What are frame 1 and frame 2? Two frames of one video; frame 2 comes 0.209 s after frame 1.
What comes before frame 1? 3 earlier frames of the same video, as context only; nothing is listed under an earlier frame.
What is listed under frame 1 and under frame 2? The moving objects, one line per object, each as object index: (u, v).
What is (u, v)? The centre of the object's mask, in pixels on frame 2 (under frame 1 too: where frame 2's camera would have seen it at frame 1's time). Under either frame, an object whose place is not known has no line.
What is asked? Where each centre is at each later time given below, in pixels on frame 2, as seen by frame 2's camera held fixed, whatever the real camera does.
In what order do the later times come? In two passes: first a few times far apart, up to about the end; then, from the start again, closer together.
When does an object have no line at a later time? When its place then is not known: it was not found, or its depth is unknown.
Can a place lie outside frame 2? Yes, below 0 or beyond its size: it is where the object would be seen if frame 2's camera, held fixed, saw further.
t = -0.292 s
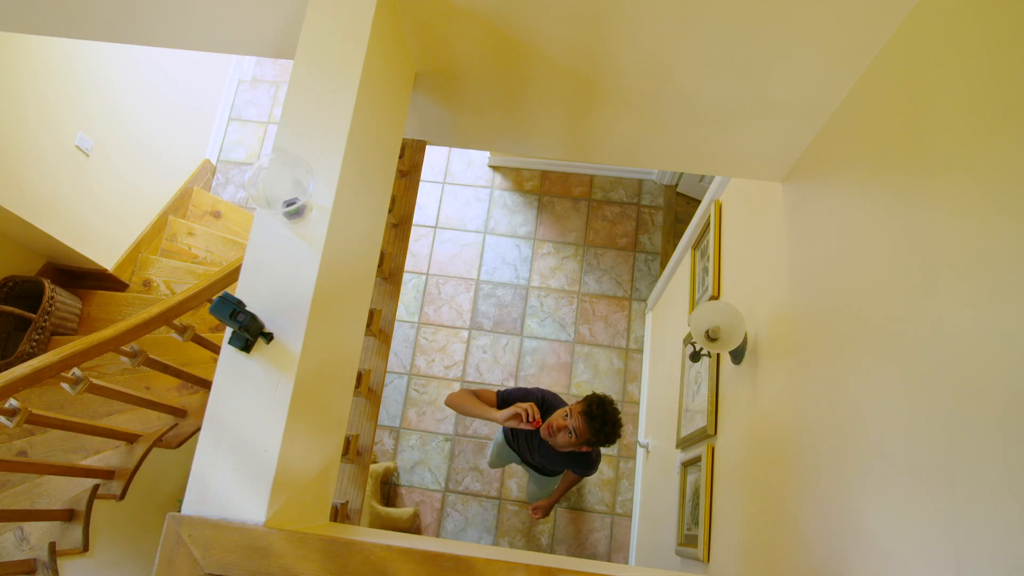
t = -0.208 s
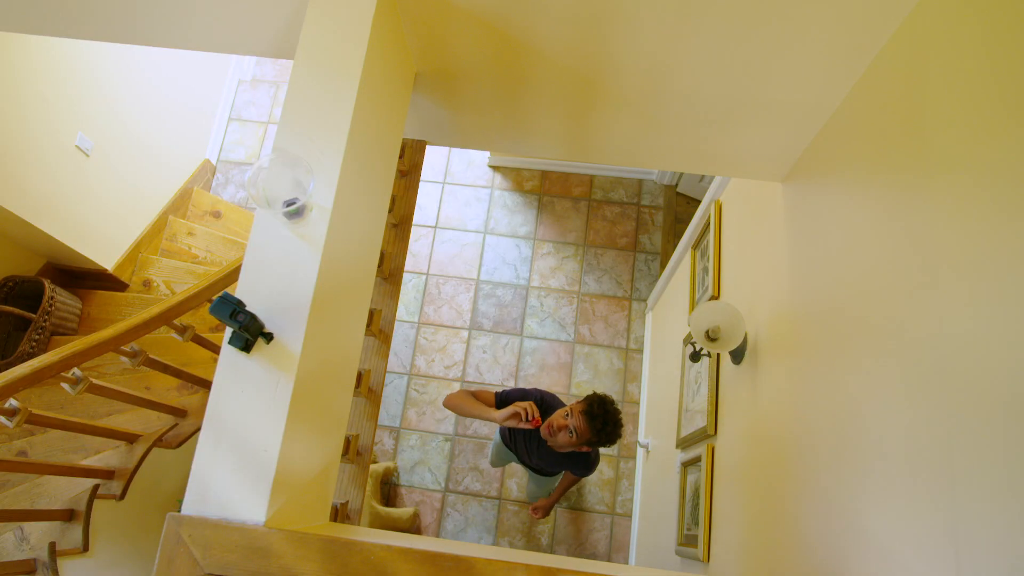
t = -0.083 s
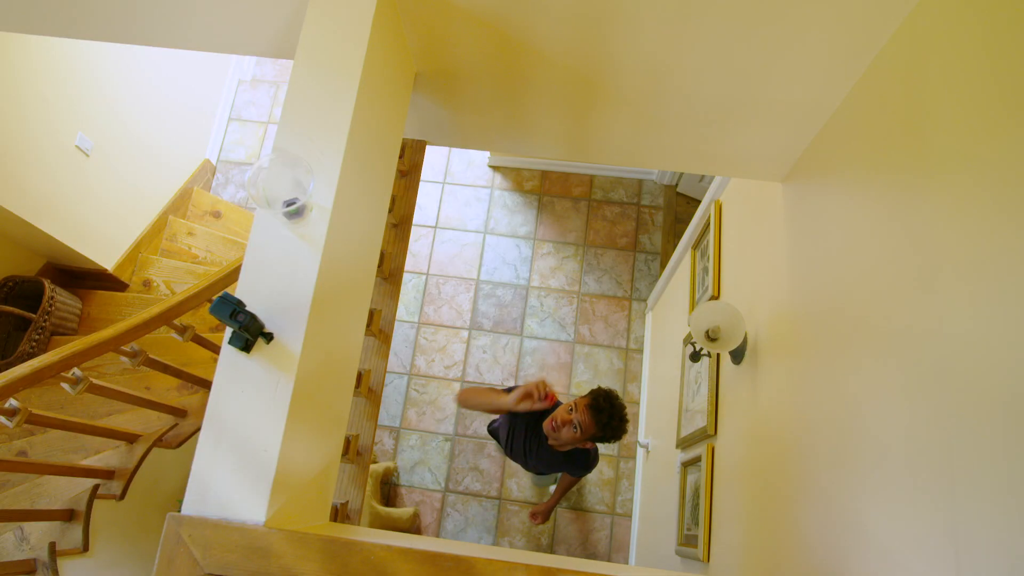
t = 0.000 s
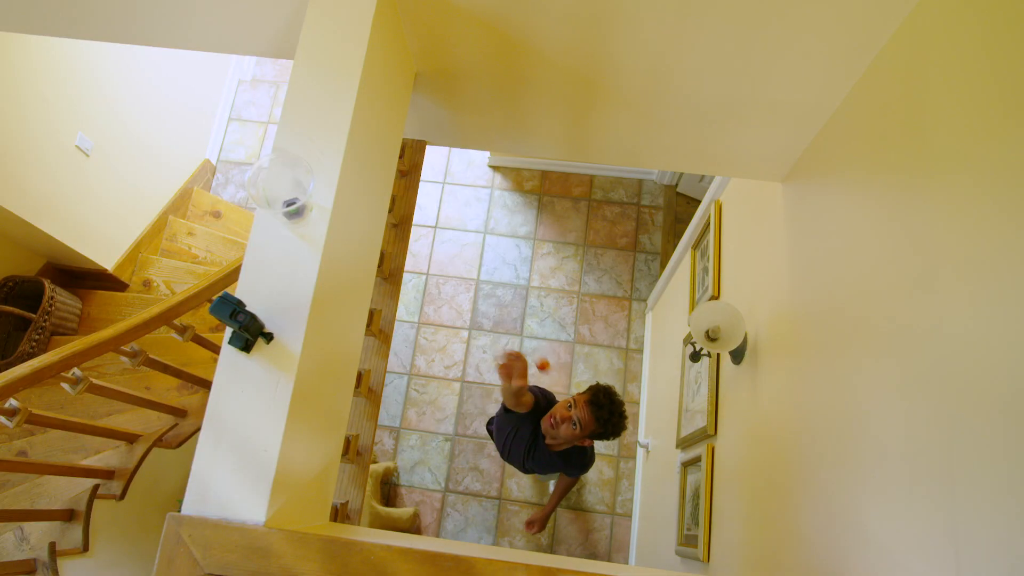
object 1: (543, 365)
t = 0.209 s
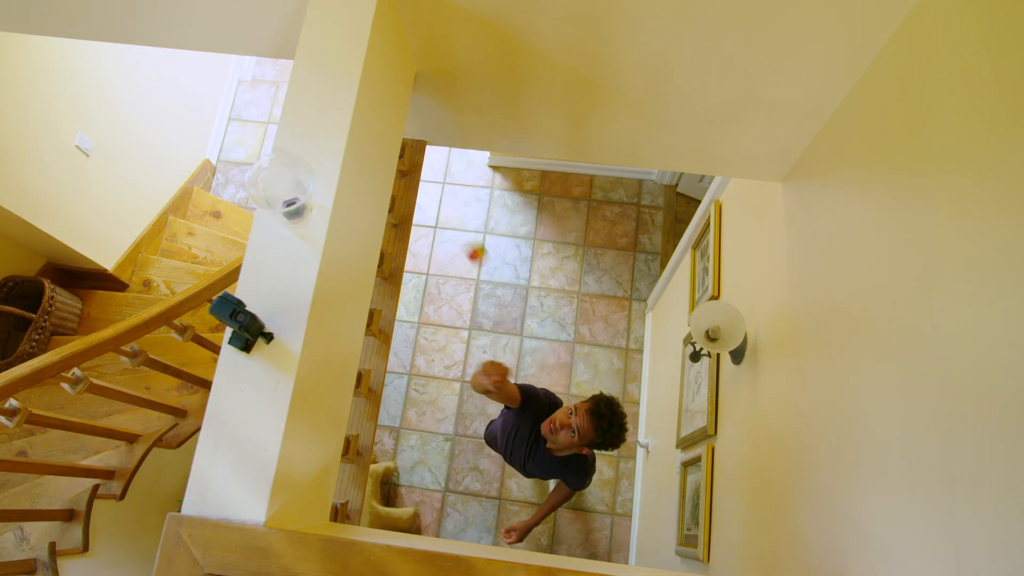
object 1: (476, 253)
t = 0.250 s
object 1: (456, 225)
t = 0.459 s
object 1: (341, 131)
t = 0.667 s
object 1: (296, 181)
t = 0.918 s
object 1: (298, 203)
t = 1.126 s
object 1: (283, 203)
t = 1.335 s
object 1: (295, 197)
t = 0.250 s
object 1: (456, 225)
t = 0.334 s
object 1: (408, 175)
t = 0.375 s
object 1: (384, 155)
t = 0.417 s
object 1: (362, 140)
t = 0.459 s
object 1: (341, 131)
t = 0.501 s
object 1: (322, 129)
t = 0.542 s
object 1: (310, 134)
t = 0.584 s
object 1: (301, 146)
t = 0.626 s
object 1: (297, 162)
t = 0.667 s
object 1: (296, 181)
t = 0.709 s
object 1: (280, 199)
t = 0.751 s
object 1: (268, 203)
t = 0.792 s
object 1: (273, 201)
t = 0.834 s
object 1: (282, 200)
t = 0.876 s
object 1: (293, 199)
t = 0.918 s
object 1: (298, 203)
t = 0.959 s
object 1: (288, 195)
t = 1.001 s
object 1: (278, 195)
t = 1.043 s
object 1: (275, 201)
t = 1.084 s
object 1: (278, 204)
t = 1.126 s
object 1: (283, 203)
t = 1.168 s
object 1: (293, 210)
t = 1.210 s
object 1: (290, 202)
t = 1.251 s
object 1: (293, 201)
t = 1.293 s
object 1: (294, 200)
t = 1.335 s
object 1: (295, 197)
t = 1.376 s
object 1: (294, 197)
